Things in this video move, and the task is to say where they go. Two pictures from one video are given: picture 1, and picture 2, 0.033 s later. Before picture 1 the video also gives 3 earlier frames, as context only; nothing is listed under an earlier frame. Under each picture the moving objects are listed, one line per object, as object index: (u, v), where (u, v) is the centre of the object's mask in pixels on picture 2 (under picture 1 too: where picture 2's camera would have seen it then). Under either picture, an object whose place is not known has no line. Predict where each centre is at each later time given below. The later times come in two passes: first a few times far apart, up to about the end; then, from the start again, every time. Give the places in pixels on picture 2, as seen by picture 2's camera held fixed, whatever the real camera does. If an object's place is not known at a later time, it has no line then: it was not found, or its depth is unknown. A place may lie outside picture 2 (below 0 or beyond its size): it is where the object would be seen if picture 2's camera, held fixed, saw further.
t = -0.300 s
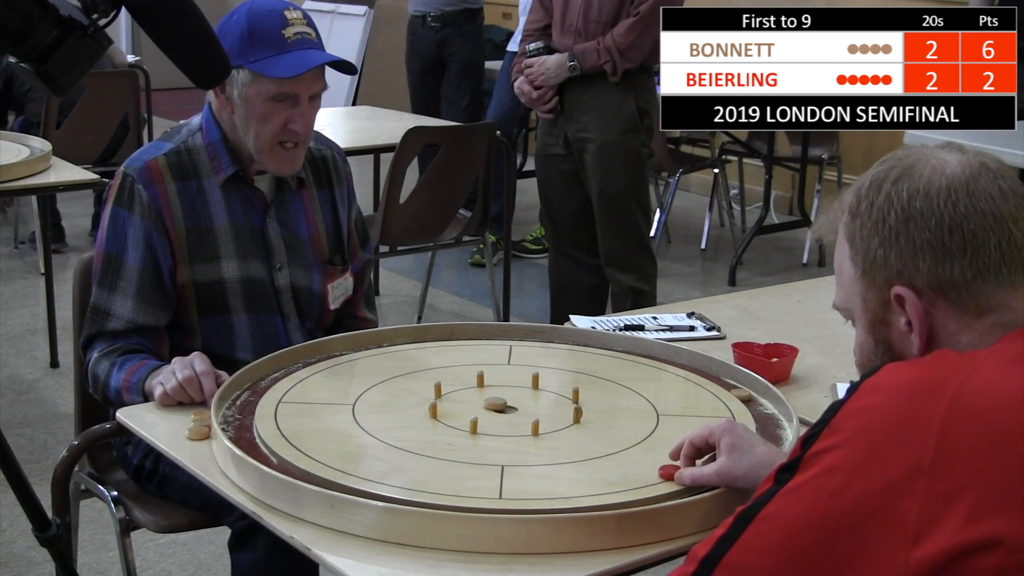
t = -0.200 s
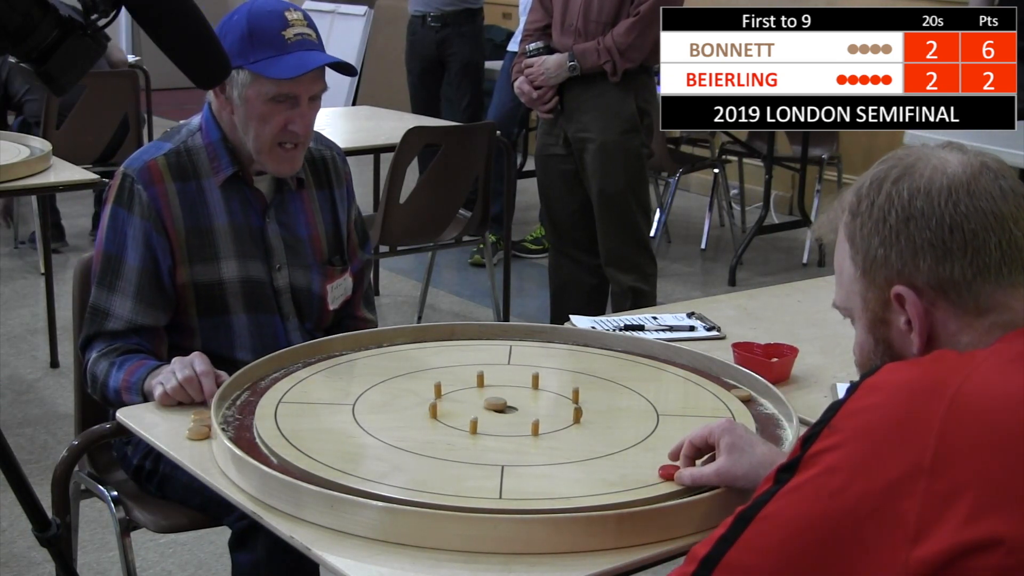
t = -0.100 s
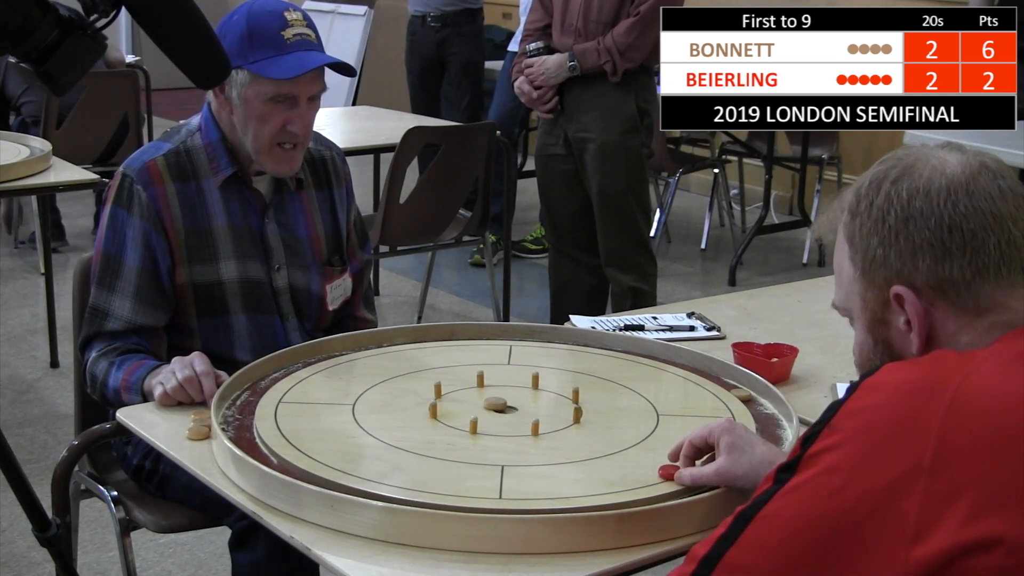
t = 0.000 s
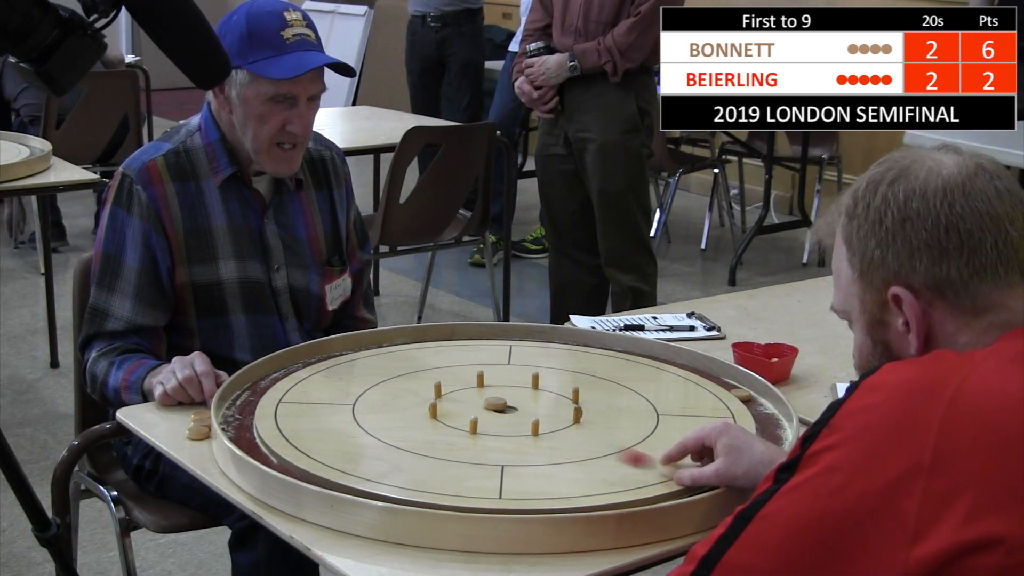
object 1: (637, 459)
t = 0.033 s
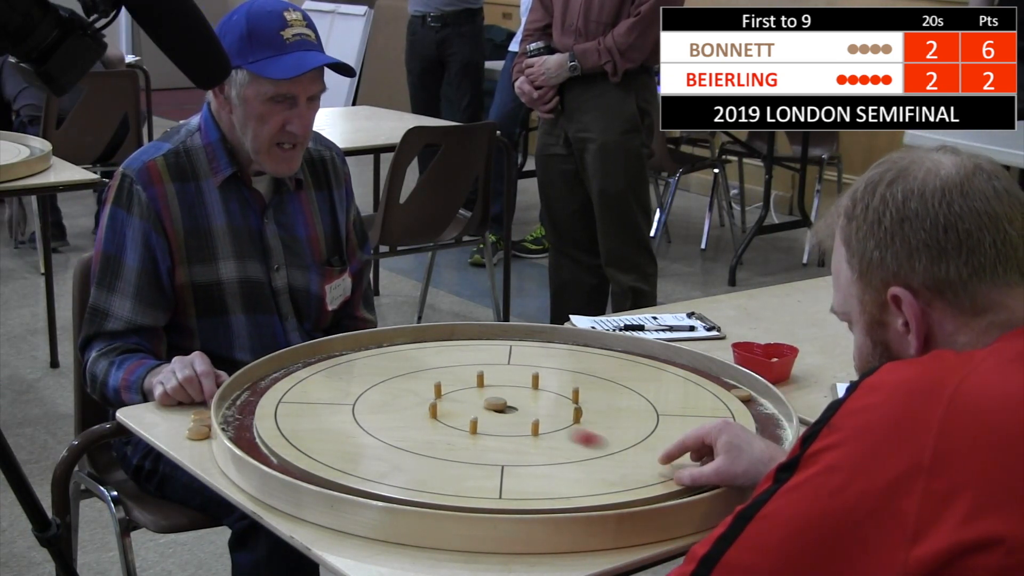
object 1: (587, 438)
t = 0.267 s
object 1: (525, 399)
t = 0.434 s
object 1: (526, 398)
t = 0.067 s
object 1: (541, 419)
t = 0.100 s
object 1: (515, 408)
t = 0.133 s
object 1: (518, 405)
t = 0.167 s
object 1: (520, 403)
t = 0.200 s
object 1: (523, 401)
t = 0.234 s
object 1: (524, 400)
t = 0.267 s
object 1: (525, 399)
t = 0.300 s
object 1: (526, 399)
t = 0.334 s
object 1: (526, 398)
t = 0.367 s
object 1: (526, 398)
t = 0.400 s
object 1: (526, 398)
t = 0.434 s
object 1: (526, 398)
